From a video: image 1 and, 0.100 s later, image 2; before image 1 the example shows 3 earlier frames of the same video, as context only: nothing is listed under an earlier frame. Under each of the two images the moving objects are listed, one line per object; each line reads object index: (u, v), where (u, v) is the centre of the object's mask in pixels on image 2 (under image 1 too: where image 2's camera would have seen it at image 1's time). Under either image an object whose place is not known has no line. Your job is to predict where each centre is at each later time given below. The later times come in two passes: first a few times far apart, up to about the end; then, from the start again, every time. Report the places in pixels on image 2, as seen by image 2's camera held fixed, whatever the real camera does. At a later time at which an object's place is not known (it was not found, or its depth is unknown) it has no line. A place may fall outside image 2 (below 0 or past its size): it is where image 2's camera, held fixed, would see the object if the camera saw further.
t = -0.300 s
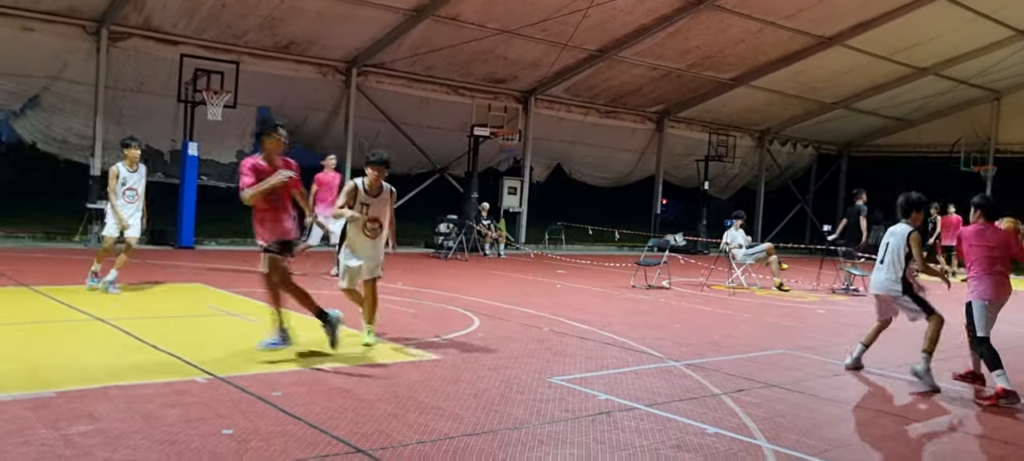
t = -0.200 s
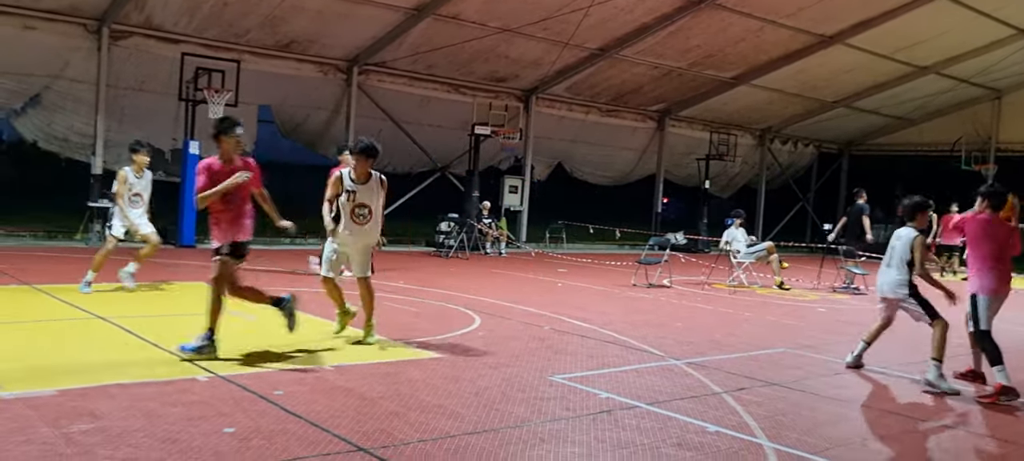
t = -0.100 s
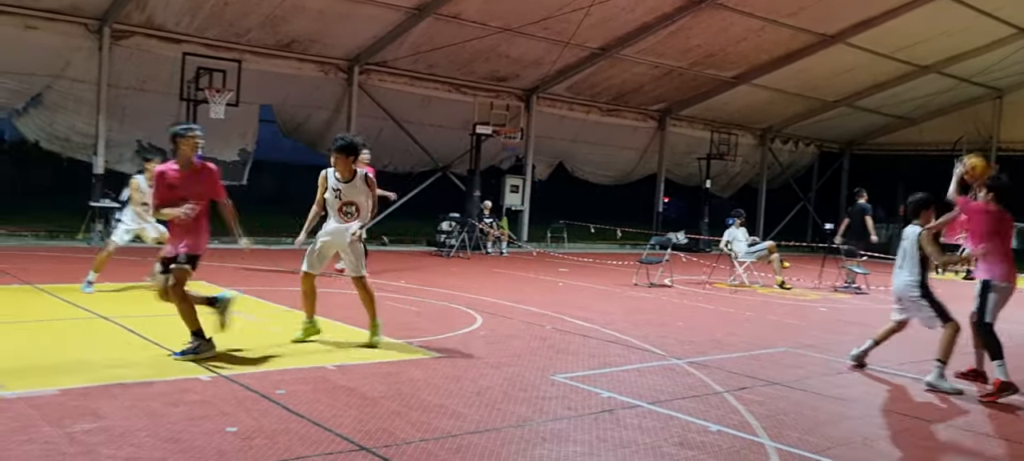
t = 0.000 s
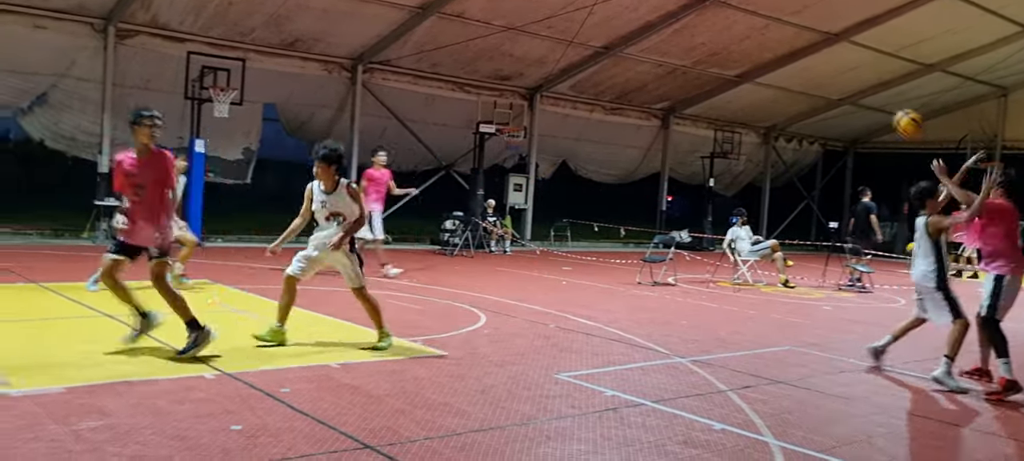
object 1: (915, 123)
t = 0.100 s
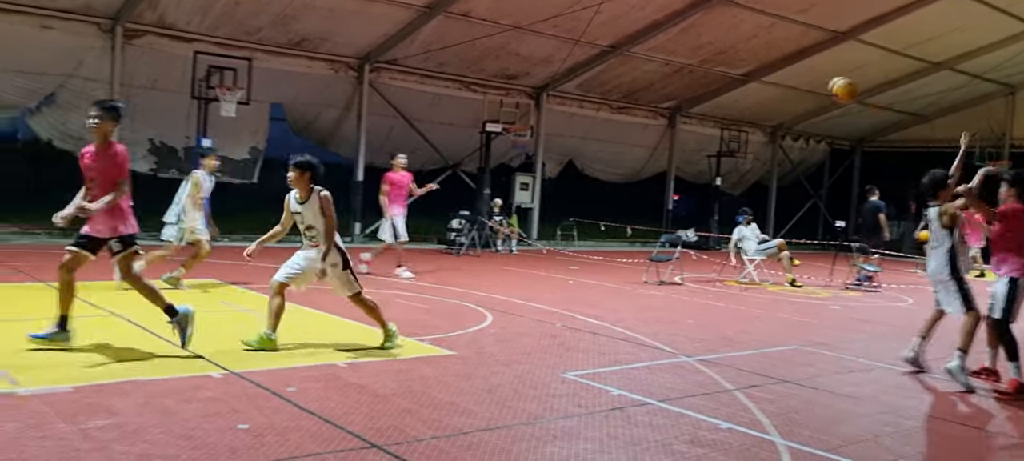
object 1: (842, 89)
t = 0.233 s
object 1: (755, 67)
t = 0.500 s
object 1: (614, 76)
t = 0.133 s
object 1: (821, 82)
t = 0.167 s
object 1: (800, 76)
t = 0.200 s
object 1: (776, 70)
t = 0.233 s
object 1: (755, 67)
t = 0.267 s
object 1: (737, 65)
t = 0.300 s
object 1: (720, 63)
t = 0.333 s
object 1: (699, 62)
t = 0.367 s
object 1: (681, 63)
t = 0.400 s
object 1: (665, 65)
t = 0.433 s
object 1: (649, 68)
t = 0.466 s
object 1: (632, 71)
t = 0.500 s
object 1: (614, 76)
